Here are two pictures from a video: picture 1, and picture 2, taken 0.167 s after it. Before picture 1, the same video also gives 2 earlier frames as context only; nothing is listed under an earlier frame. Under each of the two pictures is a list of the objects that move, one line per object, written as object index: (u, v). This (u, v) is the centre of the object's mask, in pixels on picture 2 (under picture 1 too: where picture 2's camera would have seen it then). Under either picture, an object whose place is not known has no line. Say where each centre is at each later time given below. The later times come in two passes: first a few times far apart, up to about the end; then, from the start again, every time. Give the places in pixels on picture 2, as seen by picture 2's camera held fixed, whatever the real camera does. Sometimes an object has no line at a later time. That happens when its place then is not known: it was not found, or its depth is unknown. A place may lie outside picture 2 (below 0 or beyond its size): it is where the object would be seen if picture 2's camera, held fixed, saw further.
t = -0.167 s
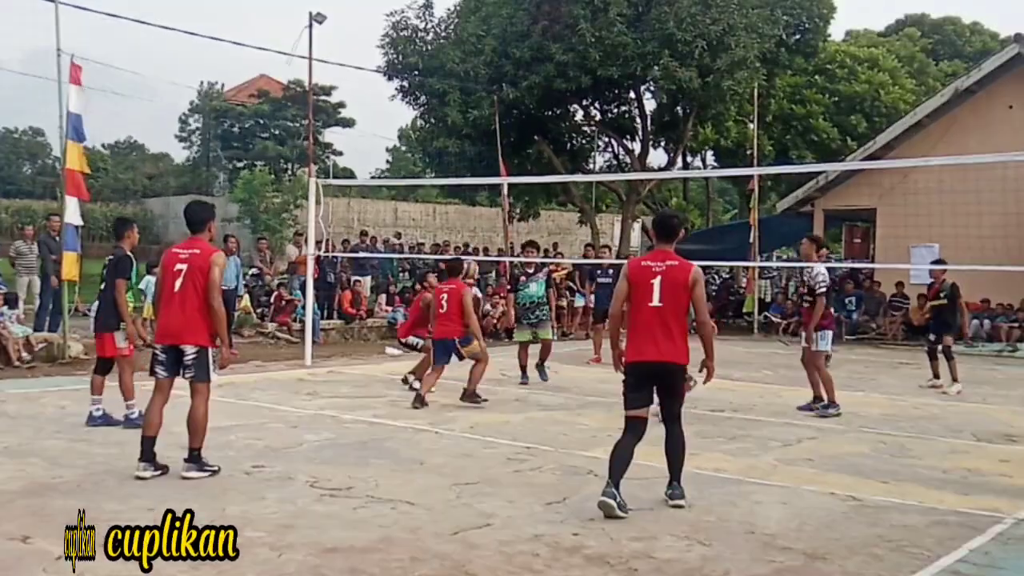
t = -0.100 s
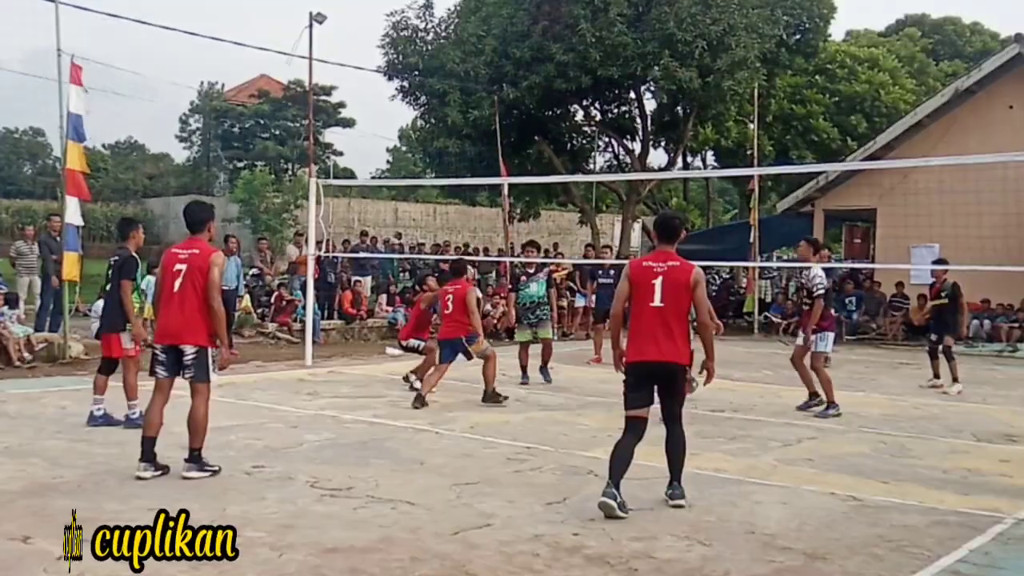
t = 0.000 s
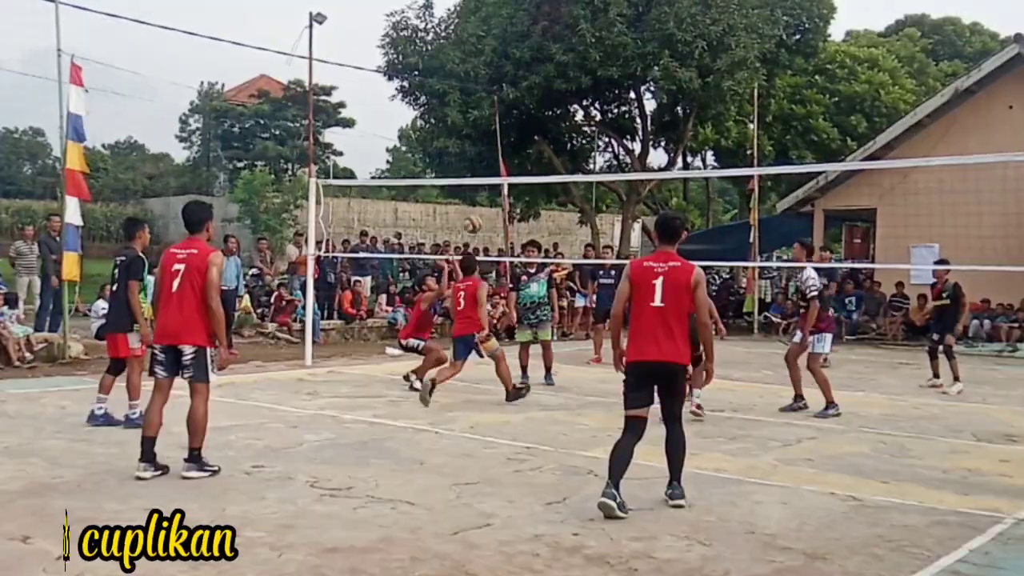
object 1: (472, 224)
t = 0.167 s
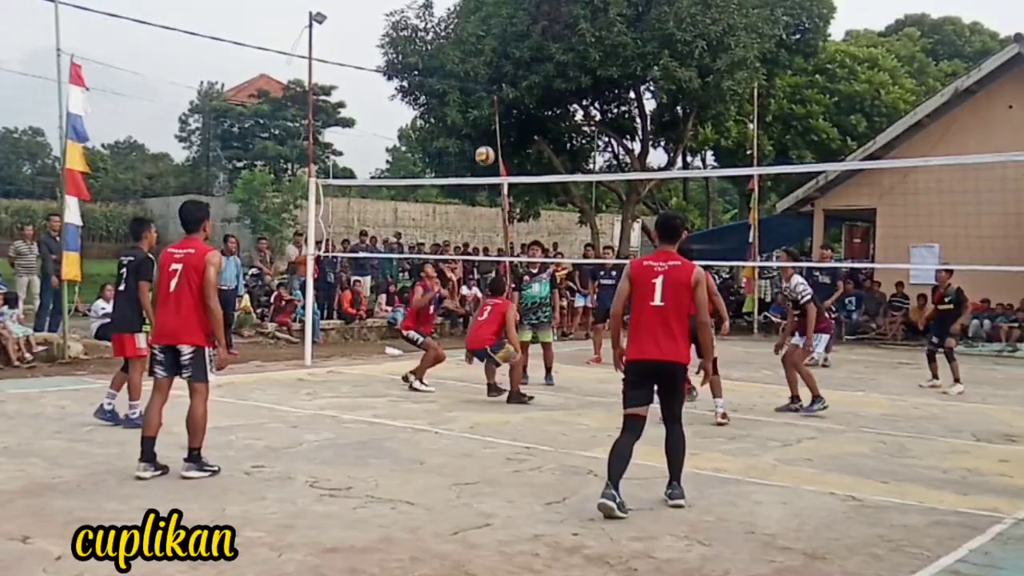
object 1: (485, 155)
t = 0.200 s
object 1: (487, 145)
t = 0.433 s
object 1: (503, 98)
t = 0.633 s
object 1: (517, 96)
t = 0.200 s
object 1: (487, 145)
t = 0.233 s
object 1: (489, 135)
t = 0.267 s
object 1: (492, 126)
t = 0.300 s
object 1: (494, 119)
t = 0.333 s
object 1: (497, 112)
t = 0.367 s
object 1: (499, 106)
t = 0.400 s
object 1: (501, 102)
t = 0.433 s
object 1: (503, 98)
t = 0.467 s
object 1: (506, 95)
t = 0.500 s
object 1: (508, 93)
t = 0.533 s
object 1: (510, 93)
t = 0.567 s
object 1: (512, 93)
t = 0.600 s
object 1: (514, 94)
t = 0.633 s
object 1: (517, 96)
